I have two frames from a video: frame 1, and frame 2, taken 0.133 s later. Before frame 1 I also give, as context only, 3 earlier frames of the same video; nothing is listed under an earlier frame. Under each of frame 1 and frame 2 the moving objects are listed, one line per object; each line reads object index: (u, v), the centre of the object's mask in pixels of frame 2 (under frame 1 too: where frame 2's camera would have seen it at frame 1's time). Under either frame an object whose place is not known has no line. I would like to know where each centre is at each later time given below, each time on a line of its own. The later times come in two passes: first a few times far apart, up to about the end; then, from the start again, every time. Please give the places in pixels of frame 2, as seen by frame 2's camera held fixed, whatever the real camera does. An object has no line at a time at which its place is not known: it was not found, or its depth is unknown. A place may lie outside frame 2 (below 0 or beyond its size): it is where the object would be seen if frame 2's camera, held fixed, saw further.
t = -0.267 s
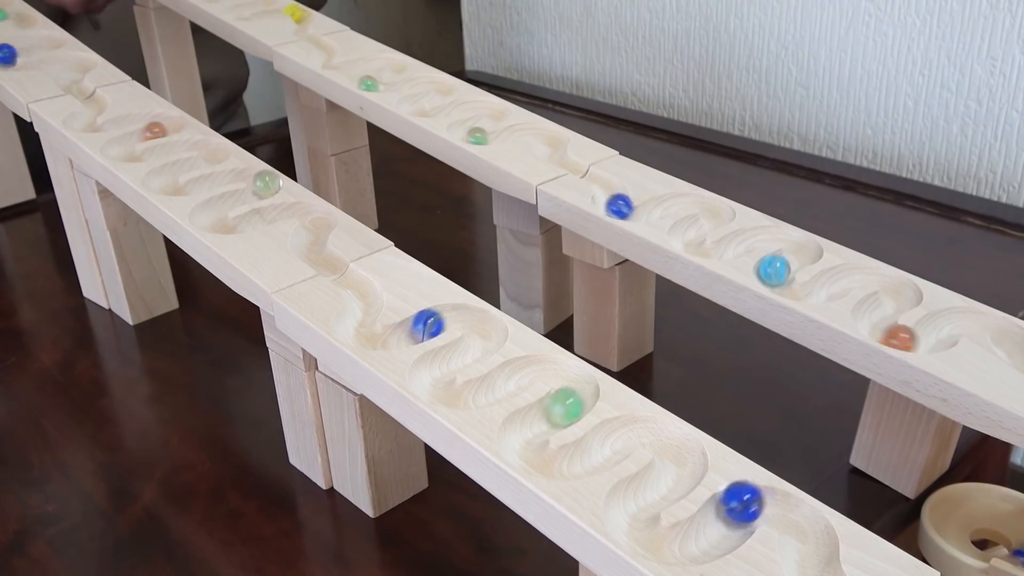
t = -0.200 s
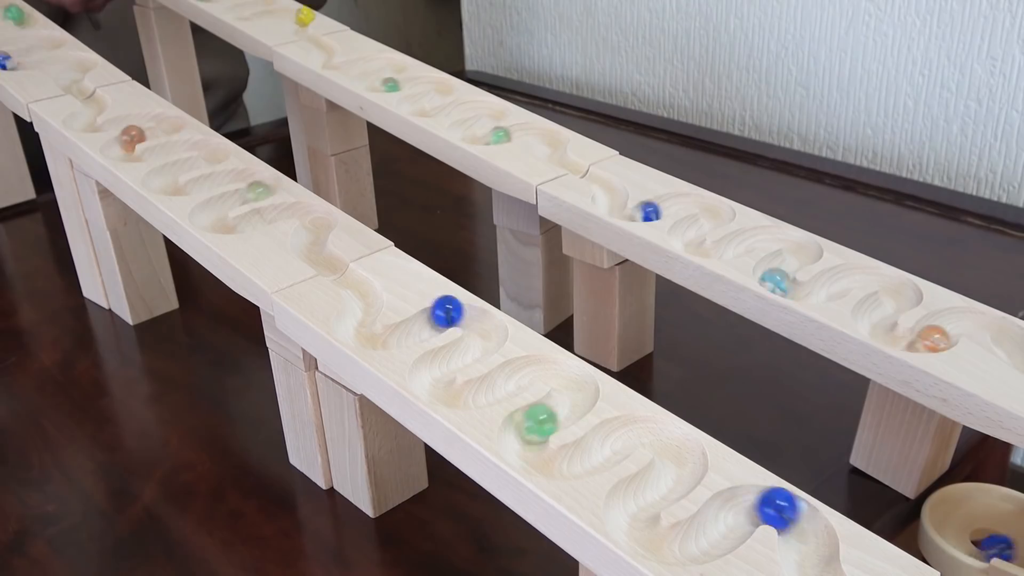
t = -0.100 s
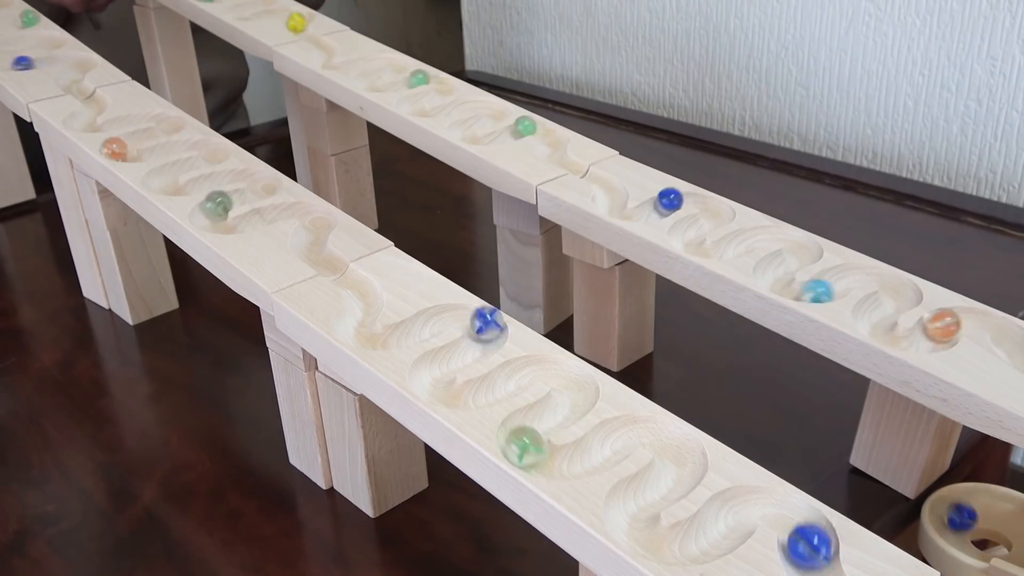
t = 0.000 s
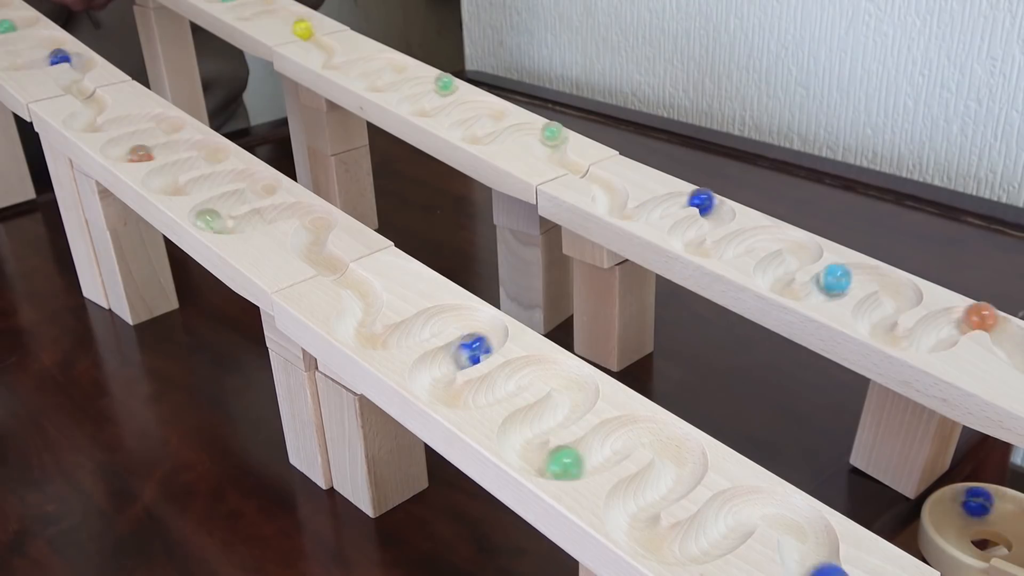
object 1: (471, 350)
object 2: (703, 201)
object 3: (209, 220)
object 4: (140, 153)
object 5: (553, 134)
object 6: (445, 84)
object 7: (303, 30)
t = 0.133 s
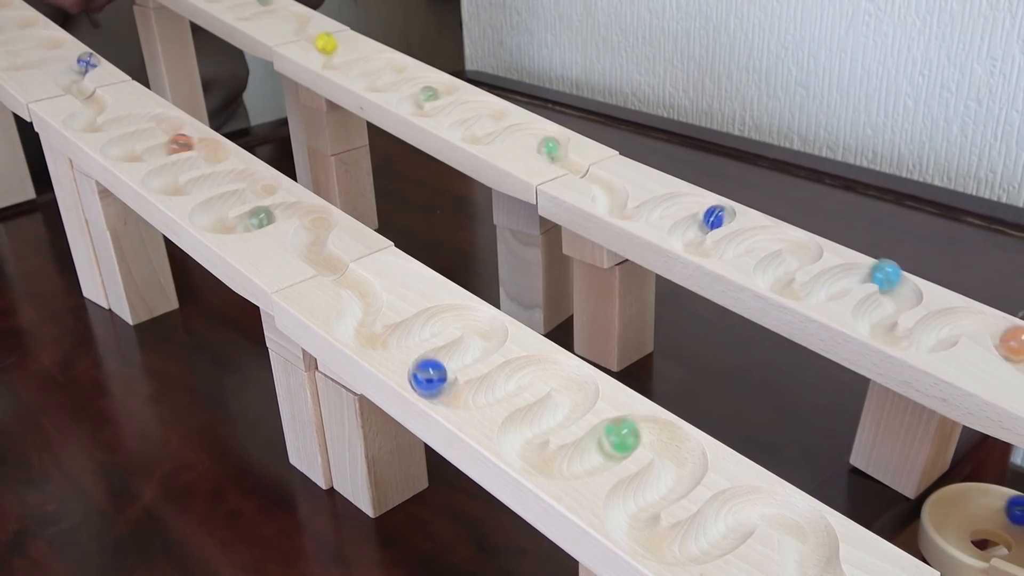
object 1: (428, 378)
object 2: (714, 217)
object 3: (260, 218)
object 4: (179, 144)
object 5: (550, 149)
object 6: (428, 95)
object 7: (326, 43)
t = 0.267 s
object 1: (481, 393)
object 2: (688, 233)
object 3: (314, 214)
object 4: (216, 151)
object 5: (582, 167)
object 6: (414, 107)
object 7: (318, 58)
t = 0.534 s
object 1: (578, 391)
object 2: (742, 239)
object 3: (322, 255)
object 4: (157, 181)
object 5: (644, 211)
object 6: (485, 104)
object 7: (396, 61)
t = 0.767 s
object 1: (522, 444)
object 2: (804, 255)
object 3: (352, 327)
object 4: (237, 174)
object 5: (709, 202)
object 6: (461, 126)
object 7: (363, 78)
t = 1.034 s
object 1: (619, 433)
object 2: (807, 291)
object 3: (461, 316)
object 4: (216, 207)
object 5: (684, 238)
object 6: (519, 129)
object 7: (422, 77)
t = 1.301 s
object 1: (658, 491)
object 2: (882, 274)
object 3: (433, 366)
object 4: (265, 215)
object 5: (755, 235)
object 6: (552, 150)
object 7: (412, 101)
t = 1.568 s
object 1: (704, 540)
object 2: (874, 322)
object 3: (516, 376)
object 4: (311, 233)
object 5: (775, 265)
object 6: (613, 203)
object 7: (463, 104)
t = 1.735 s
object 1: (771, 507)
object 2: (934, 338)
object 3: (578, 387)
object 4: (324, 258)
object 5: (799, 290)
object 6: (660, 207)
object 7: (500, 111)
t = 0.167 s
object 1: (438, 387)
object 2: (704, 225)
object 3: (269, 213)
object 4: (190, 142)
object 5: (557, 153)
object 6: (416, 99)
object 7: (329, 47)
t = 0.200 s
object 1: (448, 393)
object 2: (695, 224)
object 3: (280, 211)
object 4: (209, 146)
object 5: (565, 157)
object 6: (408, 101)
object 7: (326, 52)
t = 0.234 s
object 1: (463, 395)
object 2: (689, 228)
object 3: (297, 211)
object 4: (215, 147)
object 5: (571, 161)
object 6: (408, 103)
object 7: (319, 58)
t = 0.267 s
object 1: (481, 393)
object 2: (688, 233)
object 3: (314, 214)
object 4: (216, 151)
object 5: (582, 167)
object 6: (414, 107)
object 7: (318, 58)
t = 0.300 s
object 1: (498, 388)
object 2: (686, 238)
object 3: (320, 217)
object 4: (215, 154)
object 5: (596, 171)
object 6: (418, 108)
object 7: (329, 62)
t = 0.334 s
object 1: (511, 380)
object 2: (687, 241)
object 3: (320, 223)
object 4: (209, 158)
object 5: (606, 178)
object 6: (428, 110)
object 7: (342, 63)
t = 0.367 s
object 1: (522, 371)
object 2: (697, 245)
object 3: (317, 227)
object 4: (197, 161)
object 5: (612, 190)
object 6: (440, 109)
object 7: (354, 62)
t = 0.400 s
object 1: (534, 365)
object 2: (711, 249)
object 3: (312, 233)
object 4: (185, 164)
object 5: (613, 199)
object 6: (450, 108)
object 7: (364, 60)
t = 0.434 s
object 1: (548, 369)
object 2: (724, 249)
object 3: (306, 238)
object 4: (173, 169)
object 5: (611, 206)
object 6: (458, 105)
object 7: (370, 58)
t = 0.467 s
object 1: (565, 375)
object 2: (734, 247)
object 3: (307, 243)
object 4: (165, 174)
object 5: (617, 206)
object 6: (466, 103)
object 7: (378, 56)
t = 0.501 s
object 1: (576, 381)
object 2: (738, 244)
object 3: (314, 249)
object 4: (158, 179)
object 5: (632, 210)
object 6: (474, 100)
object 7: (387, 59)
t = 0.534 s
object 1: (578, 391)
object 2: (742, 239)
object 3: (322, 255)
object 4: (157, 181)
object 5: (644, 211)
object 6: (485, 104)
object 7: (396, 61)
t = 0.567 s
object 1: (574, 400)
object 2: (752, 237)
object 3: (331, 262)
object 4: (164, 185)
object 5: (655, 210)
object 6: (495, 107)
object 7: (401, 62)
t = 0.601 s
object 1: (562, 408)
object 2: (764, 235)
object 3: (340, 270)
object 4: (176, 187)
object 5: (661, 206)
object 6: (499, 109)
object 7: (400, 65)
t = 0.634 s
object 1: (551, 416)
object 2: (778, 232)
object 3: (354, 276)
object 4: (191, 186)
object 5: (667, 202)
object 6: (498, 113)
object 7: (397, 67)
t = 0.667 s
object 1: (539, 424)
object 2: (789, 233)
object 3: (364, 286)
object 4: (201, 183)
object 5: (673, 200)
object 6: (491, 117)
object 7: (390, 69)
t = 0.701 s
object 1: (523, 430)
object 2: (798, 244)
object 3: (366, 300)
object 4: (212, 180)
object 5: (685, 199)
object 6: (481, 121)
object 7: (380, 73)
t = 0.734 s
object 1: (517, 434)
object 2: (805, 251)
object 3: (359, 314)
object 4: (224, 175)
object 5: (699, 200)
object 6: (469, 125)
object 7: (370, 76)
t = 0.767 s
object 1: (522, 444)
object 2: (804, 255)
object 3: (352, 327)
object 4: (237, 174)
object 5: (709, 202)
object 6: (461, 126)
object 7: (363, 78)
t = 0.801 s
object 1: (532, 454)
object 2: (793, 259)
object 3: (360, 330)
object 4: (257, 179)
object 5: (714, 209)
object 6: (459, 129)
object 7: (361, 80)
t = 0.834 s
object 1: (540, 460)
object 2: (781, 263)
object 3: (379, 336)
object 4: (264, 180)
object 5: (719, 214)
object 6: (465, 133)
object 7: (365, 83)
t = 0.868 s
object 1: (555, 463)
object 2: (775, 266)
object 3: (399, 335)
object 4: (266, 184)
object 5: (717, 217)
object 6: (469, 135)
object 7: (373, 85)
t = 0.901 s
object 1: (573, 462)
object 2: (774, 273)
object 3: (417, 330)
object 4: (263, 189)
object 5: (708, 221)
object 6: (478, 137)
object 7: (383, 85)
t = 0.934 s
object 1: (589, 460)
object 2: (775, 279)
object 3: (431, 323)
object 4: (254, 192)
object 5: (695, 225)
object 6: (491, 137)
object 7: (394, 85)
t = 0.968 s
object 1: (603, 453)
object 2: (779, 283)
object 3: (440, 316)
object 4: (237, 198)
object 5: (689, 229)
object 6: (502, 135)
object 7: (405, 83)
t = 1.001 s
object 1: (613, 443)
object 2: (791, 288)
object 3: (449, 313)
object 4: (223, 202)
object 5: (686, 234)
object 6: (510, 133)
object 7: (414, 80)
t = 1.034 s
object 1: (619, 433)
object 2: (807, 291)
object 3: (461, 316)
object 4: (216, 207)
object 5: (684, 238)
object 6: (519, 129)
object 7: (422, 77)
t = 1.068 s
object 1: (630, 430)
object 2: (823, 290)
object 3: (479, 321)
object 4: (211, 213)
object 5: (689, 242)
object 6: (525, 126)
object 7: (432, 78)
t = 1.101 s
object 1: (647, 432)
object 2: (831, 288)
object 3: (486, 324)
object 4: (206, 218)
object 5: (699, 246)
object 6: (535, 127)
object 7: (442, 83)
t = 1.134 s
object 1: (665, 437)
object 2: (831, 284)
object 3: (488, 333)
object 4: (209, 221)
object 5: (715, 249)
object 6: (548, 133)
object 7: (447, 85)
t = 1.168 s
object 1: (678, 443)
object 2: (835, 278)
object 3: (484, 341)
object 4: (221, 224)
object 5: (727, 249)
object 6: (555, 135)
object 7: (448, 87)
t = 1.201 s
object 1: (683, 456)
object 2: (844, 277)
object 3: (474, 348)
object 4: (234, 225)
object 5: (734, 246)
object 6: (556, 139)
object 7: (442, 91)
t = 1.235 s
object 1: (682, 468)
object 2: (857, 275)
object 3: (463, 354)
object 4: (249, 222)
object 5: (741, 243)
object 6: (552, 144)
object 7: (433, 93)
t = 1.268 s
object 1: (671, 481)
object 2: (871, 271)
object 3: (447, 361)
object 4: (258, 218)
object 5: (746, 238)
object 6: (548, 147)
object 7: (422, 98)
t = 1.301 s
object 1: (658, 491)
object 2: (882, 274)
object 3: (433, 366)
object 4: (265, 215)
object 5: (755, 235)
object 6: (552, 150)
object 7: (412, 101)
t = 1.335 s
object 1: (641, 497)
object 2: (891, 283)
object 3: (428, 373)
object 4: (276, 212)
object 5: (770, 233)
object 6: (559, 155)
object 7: (407, 101)
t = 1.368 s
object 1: (627, 503)
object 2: (902, 290)
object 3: (432, 382)
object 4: (290, 210)
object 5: (787, 236)
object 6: (566, 158)
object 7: (409, 105)
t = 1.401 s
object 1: (626, 513)
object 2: (904, 295)
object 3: (441, 390)
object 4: (310, 213)
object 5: (796, 240)
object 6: (576, 164)
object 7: (416, 108)
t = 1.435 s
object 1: (638, 529)
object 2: (900, 299)
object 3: (453, 394)
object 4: (317, 215)
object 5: (804, 249)
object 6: (587, 169)
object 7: (423, 109)
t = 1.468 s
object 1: (650, 539)
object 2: (885, 306)
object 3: (472, 395)
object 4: (320, 219)
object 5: (804, 254)
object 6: (601, 174)
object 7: (433, 110)
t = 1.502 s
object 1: (667, 545)
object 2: (875, 309)
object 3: (489, 391)
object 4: (320, 223)
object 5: (796, 259)
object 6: (609, 183)
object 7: (445, 109)
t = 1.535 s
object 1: (685, 546)
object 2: (872, 315)
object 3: (503, 385)
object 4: (318, 228)
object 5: (784, 263)
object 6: (613, 194)
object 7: (455, 107)
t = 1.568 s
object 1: (704, 540)
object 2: (874, 322)
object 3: (516, 376)
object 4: (311, 233)
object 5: (775, 265)
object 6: (613, 203)
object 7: (463, 104)
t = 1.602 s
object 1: (719, 531)
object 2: (876, 326)
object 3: (528, 368)
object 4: (305, 237)
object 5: (773, 271)
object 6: (613, 205)
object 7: (470, 101)
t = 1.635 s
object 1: (730, 519)
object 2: (889, 333)
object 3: (541, 366)
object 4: (308, 242)
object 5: (776, 278)
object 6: (625, 208)
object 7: (480, 102)
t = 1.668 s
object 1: (739, 505)
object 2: (905, 339)
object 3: (556, 372)
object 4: (313, 247)
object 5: (776, 281)
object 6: (639, 212)
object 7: (490, 105)
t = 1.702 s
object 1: (751, 501)
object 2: (921, 340)
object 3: (572, 380)
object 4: (316, 252)
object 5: (785, 286)
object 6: (650, 211)
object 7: (498, 109)
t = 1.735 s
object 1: (771, 507)
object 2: (934, 338)
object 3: (578, 387)
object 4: (324, 258)
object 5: (799, 290)
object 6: (660, 207)
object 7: (500, 111)
